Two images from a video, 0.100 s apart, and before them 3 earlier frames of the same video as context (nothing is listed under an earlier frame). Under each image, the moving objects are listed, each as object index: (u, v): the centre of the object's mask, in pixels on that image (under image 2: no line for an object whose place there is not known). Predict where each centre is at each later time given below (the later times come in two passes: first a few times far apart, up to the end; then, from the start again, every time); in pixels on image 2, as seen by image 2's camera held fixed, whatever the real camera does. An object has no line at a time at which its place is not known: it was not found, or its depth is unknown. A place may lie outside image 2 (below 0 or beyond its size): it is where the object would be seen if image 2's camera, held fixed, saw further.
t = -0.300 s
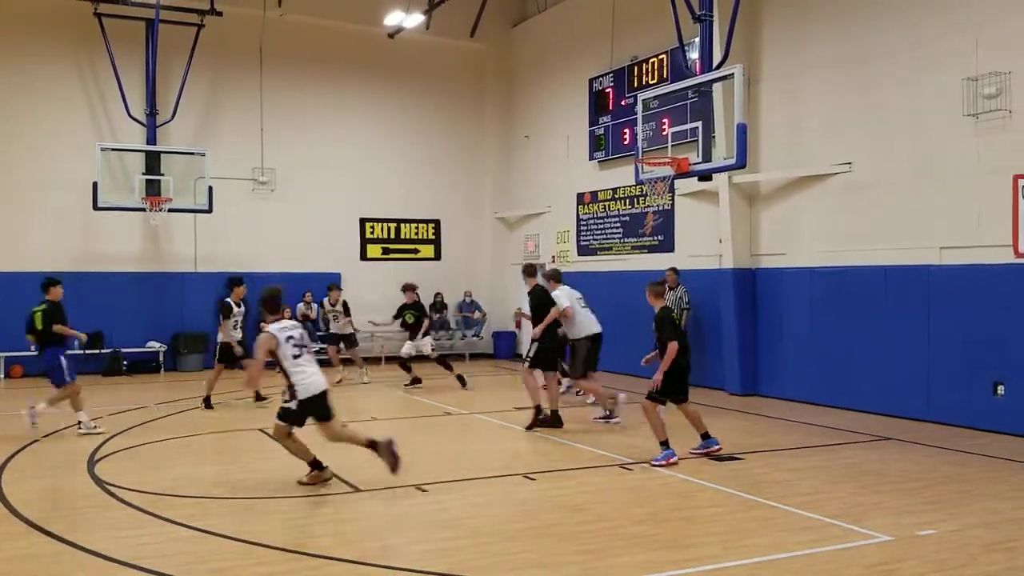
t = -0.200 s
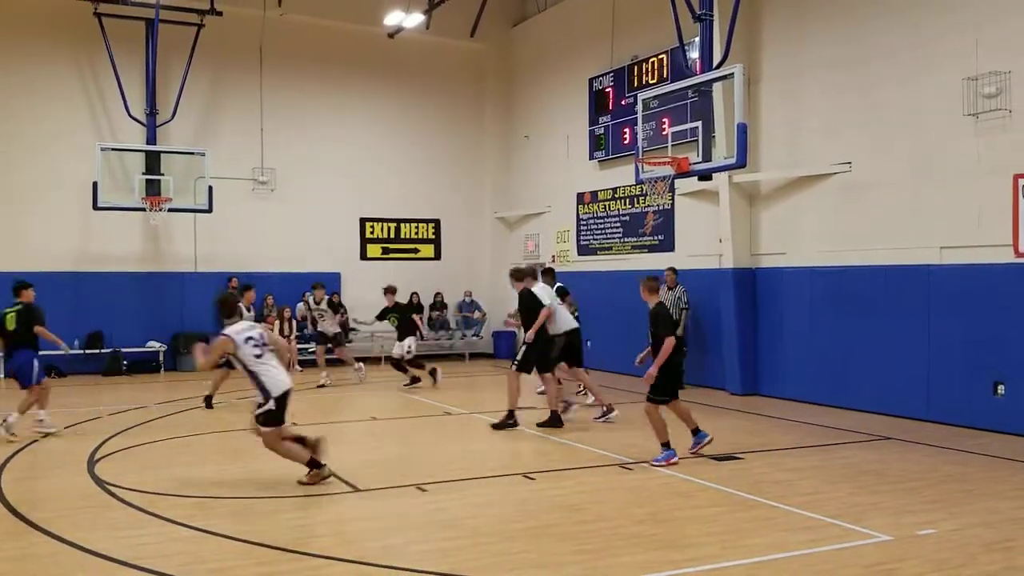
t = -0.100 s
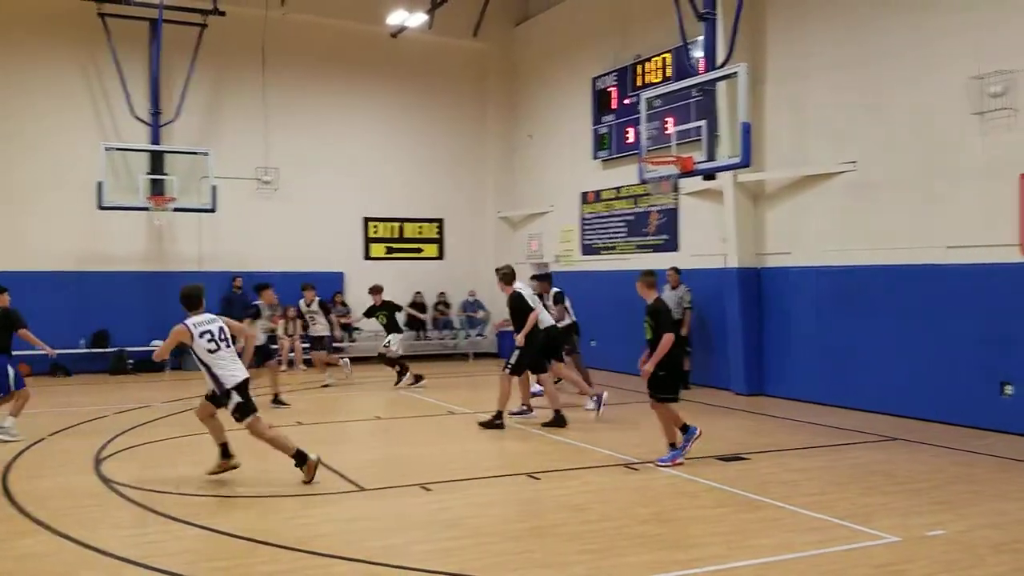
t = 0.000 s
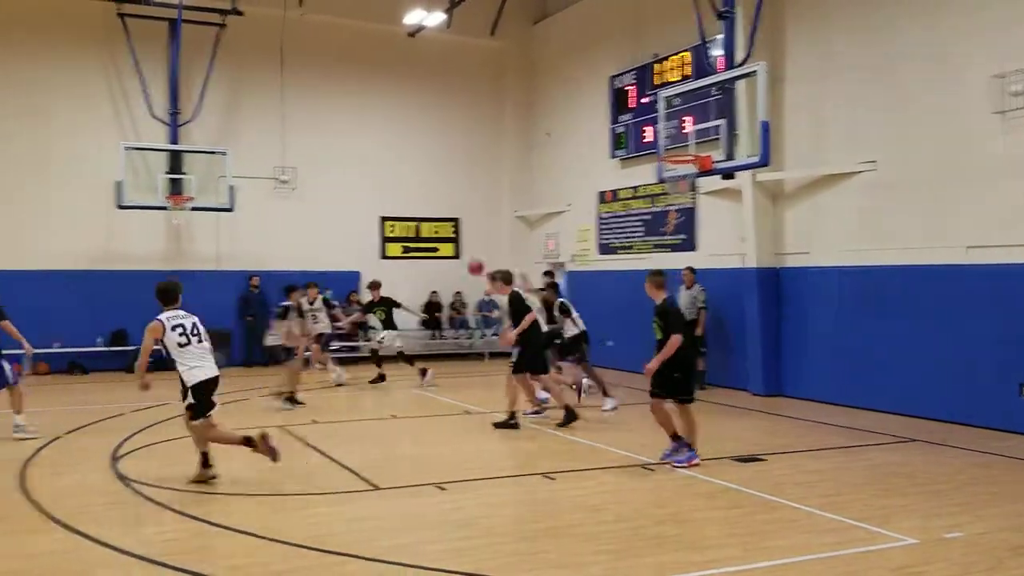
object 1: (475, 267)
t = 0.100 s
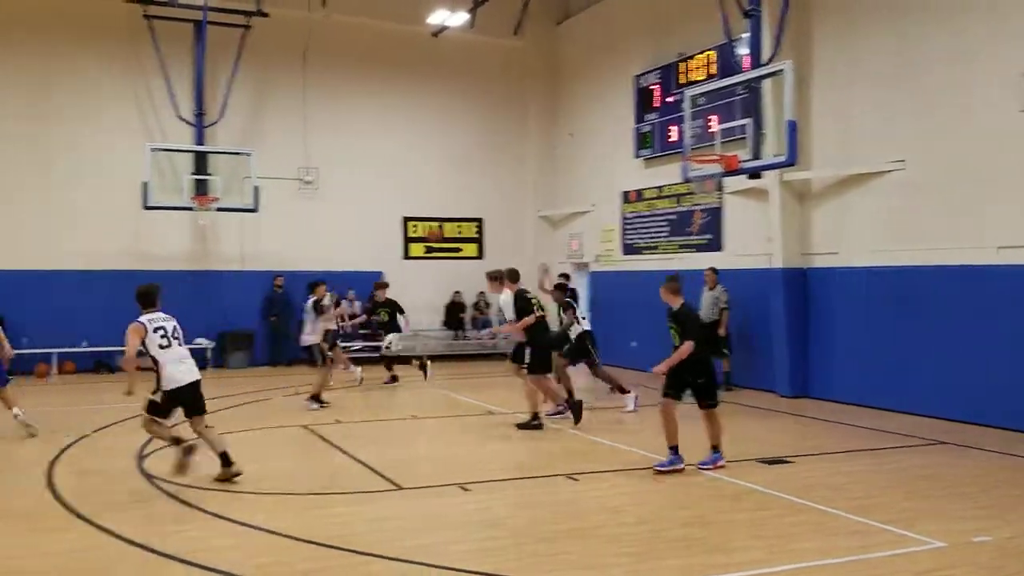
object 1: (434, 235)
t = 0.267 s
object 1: (319, 189)
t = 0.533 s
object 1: (110, 146)
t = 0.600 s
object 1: (55, 143)
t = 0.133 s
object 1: (411, 224)
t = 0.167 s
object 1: (389, 214)
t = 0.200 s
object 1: (366, 205)
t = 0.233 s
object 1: (343, 197)
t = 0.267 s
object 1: (319, 189)
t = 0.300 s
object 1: (295, 181)
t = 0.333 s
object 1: (270, 175)
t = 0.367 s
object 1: (245, 168)
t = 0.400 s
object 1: (219, 163)
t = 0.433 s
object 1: (193, 158)
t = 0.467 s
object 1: (166, 153)
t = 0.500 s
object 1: (138, 150)
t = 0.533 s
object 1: (110, 146)
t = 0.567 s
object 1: (82, 144)
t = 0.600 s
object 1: (55, 143)
